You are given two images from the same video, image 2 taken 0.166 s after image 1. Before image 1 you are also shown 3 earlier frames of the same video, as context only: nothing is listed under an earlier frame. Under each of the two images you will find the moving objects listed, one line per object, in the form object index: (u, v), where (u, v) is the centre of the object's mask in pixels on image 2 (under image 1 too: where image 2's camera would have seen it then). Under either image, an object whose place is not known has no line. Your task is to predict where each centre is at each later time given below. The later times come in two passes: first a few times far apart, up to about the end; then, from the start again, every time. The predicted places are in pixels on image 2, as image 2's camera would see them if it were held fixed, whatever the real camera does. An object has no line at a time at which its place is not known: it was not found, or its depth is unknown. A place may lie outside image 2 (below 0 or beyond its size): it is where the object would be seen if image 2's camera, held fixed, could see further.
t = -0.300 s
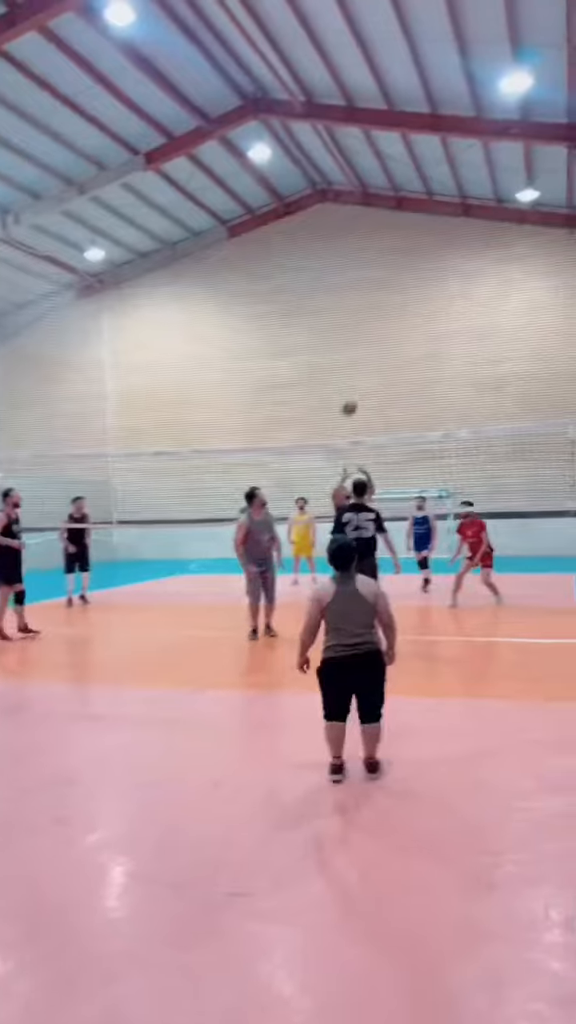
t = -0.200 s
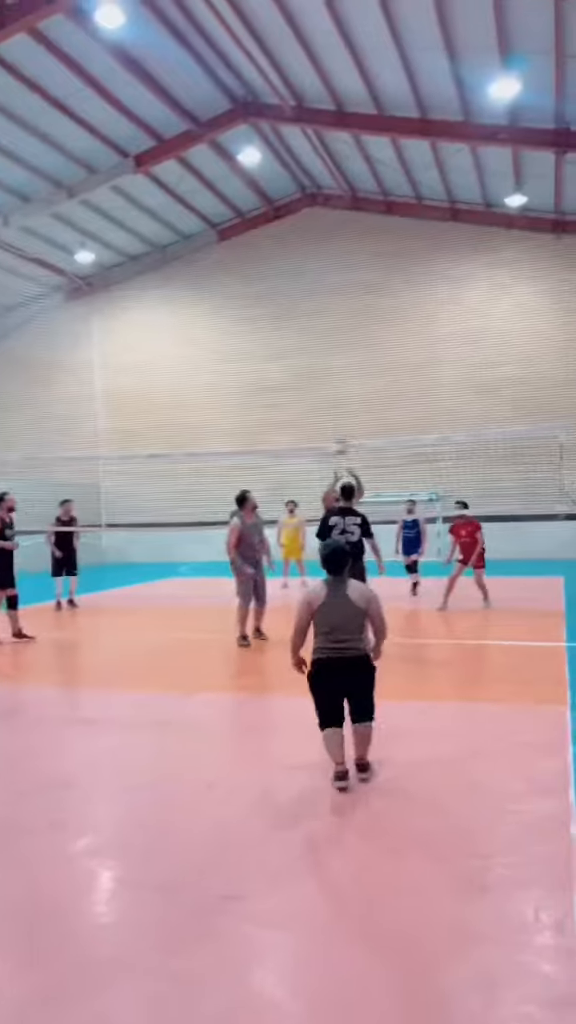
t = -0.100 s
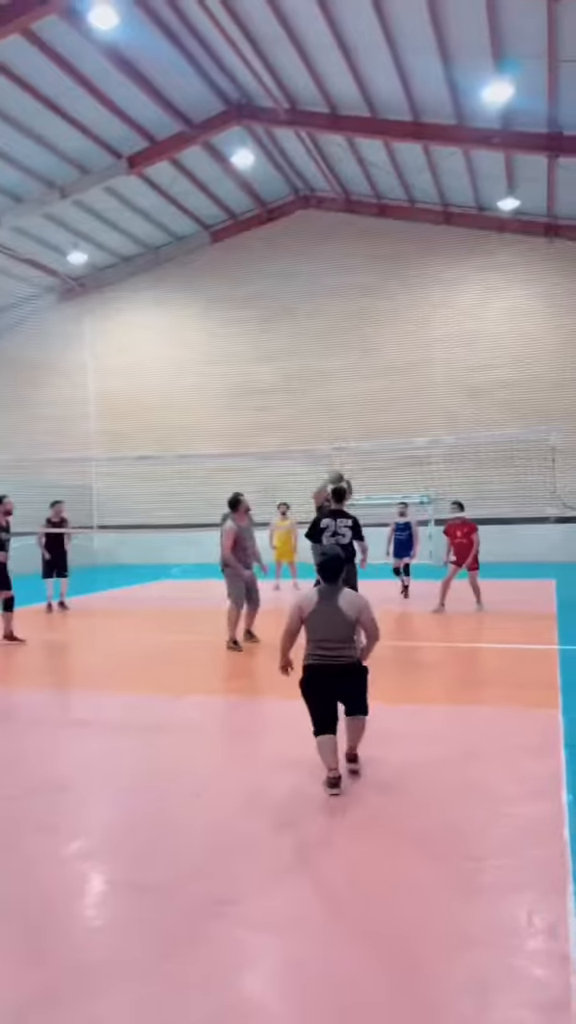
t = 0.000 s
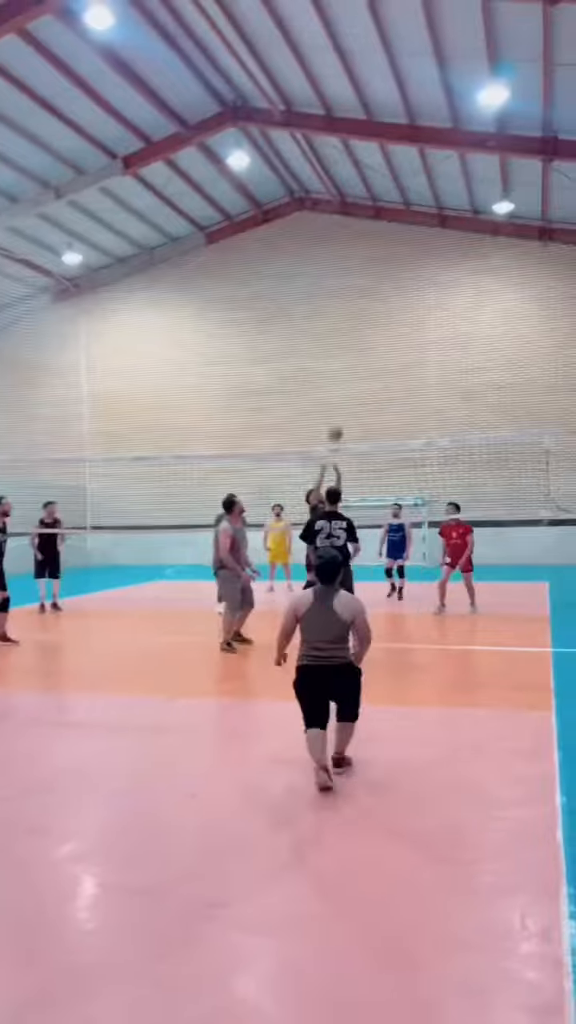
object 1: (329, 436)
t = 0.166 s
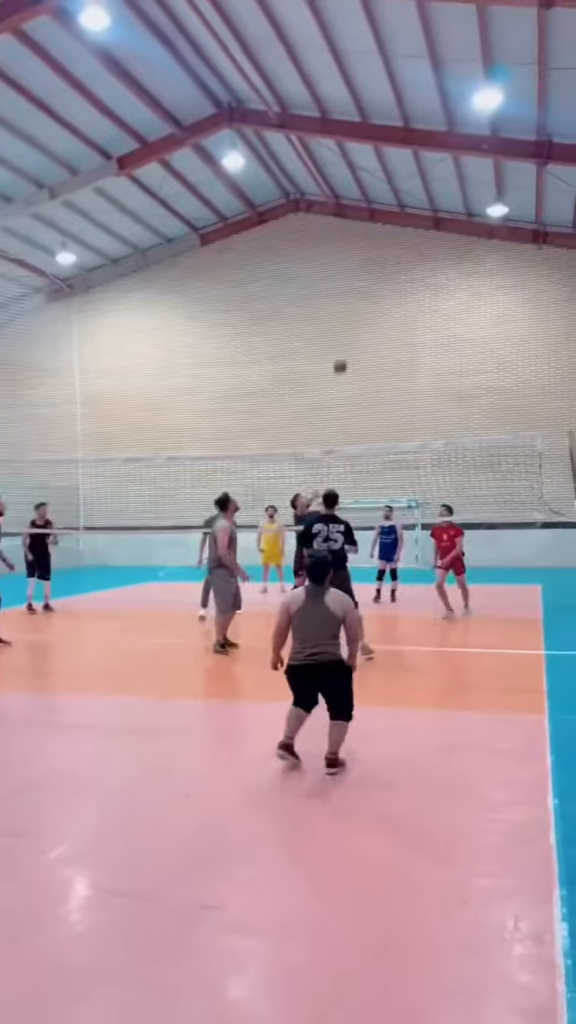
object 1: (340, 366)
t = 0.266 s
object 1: (346, 336)
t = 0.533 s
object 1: (363, 294)
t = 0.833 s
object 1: (382, 307)
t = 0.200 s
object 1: (342, 355)
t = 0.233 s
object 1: (344, 345)
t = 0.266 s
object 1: (346, 336)
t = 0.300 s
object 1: (348, 329)
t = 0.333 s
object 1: (350, 321)
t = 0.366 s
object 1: (353, 313)
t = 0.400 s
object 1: (355, 308)
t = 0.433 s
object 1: (357, 304)
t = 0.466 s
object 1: (359, 300)
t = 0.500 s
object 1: (361, 296)
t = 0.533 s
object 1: (363, 294)
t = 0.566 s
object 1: (365, 292)
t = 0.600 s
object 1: (367, 291)
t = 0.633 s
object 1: (370, 291)
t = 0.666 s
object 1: (371, 291)
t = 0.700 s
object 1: (373, 293)
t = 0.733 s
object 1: (376, 295)
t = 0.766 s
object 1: (378, 297)
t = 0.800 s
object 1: (380, 301)
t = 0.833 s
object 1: (382, 307)
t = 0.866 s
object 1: (384, 311)
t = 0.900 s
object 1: (386, 316)
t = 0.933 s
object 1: (388, 324)
